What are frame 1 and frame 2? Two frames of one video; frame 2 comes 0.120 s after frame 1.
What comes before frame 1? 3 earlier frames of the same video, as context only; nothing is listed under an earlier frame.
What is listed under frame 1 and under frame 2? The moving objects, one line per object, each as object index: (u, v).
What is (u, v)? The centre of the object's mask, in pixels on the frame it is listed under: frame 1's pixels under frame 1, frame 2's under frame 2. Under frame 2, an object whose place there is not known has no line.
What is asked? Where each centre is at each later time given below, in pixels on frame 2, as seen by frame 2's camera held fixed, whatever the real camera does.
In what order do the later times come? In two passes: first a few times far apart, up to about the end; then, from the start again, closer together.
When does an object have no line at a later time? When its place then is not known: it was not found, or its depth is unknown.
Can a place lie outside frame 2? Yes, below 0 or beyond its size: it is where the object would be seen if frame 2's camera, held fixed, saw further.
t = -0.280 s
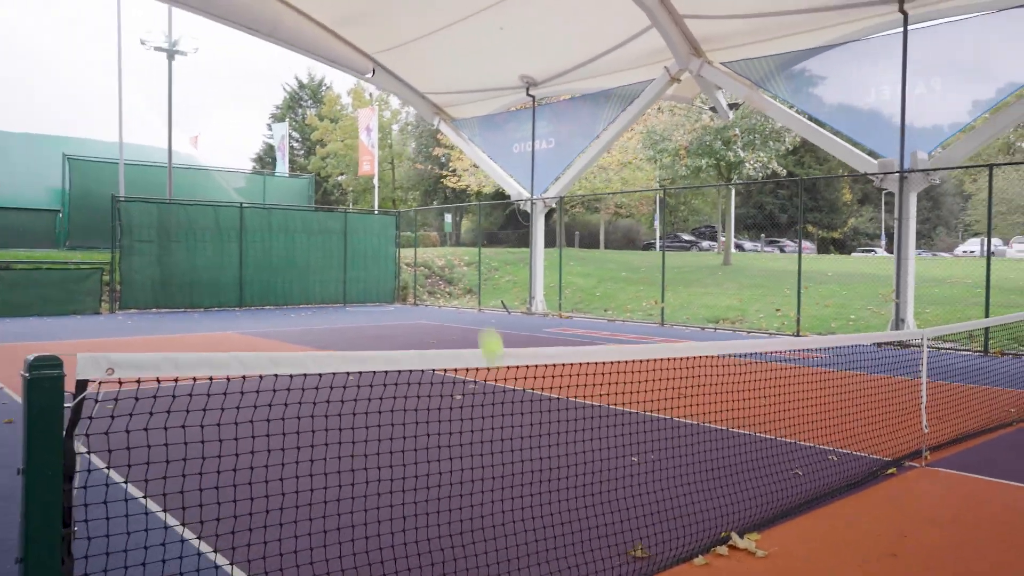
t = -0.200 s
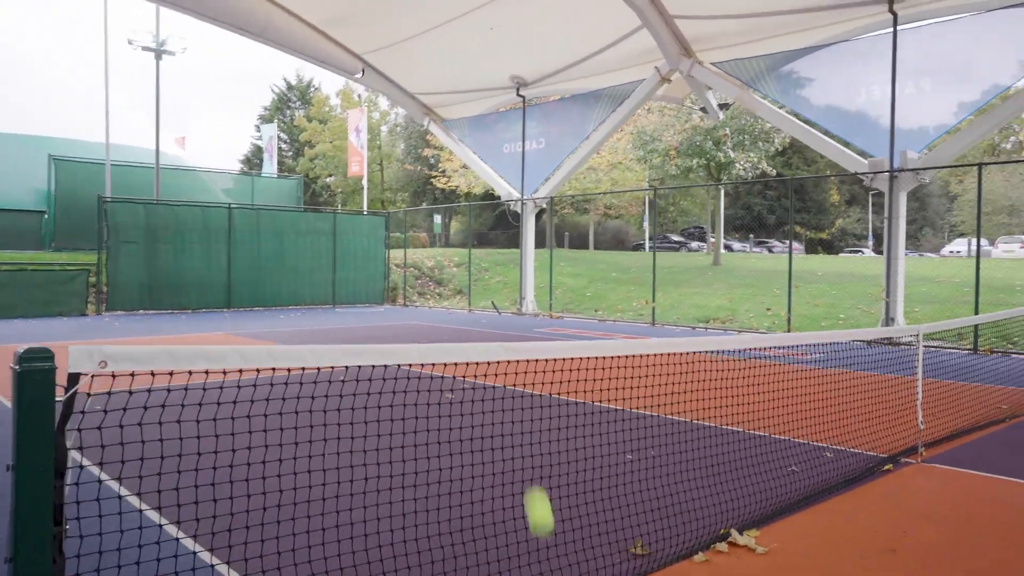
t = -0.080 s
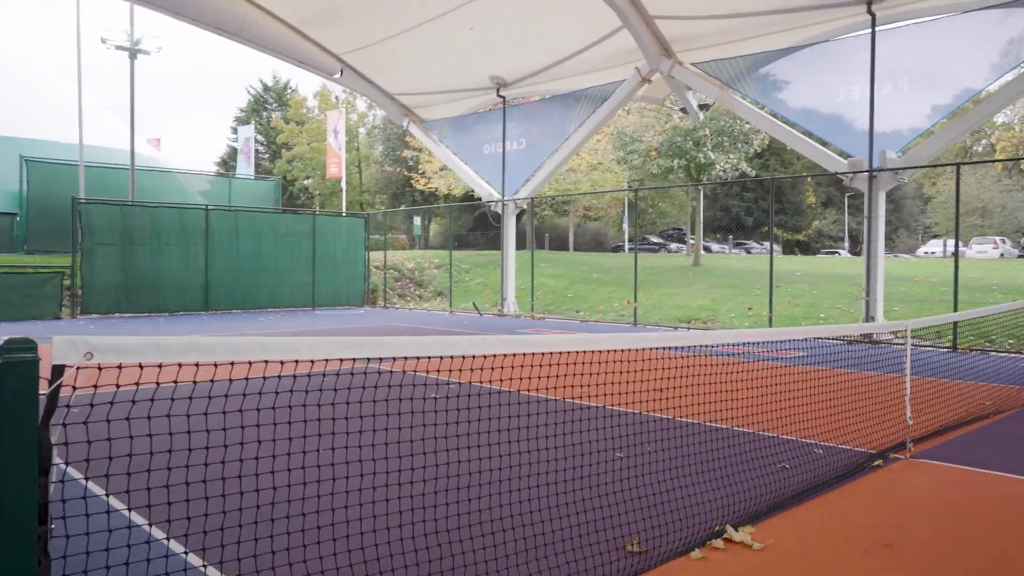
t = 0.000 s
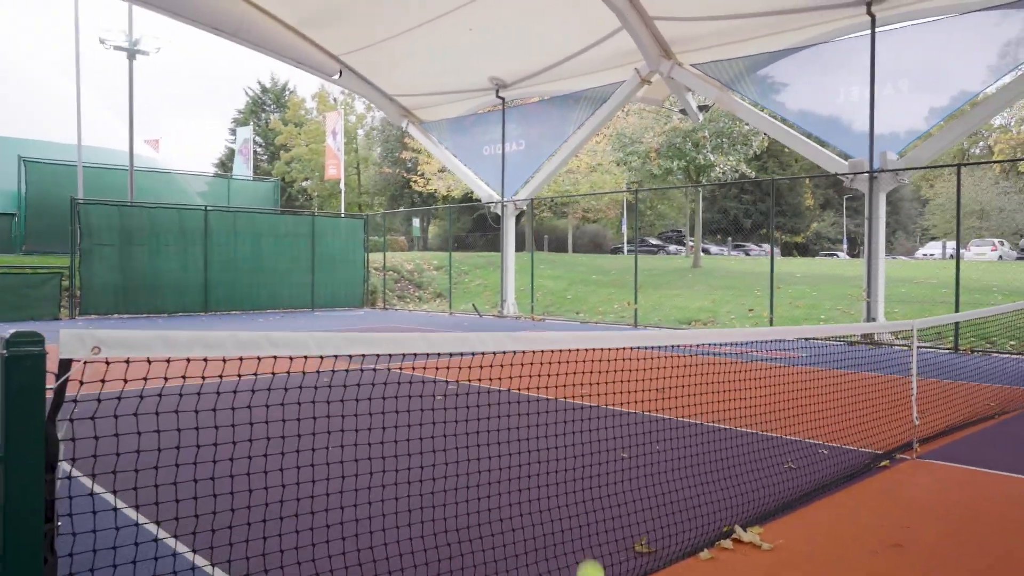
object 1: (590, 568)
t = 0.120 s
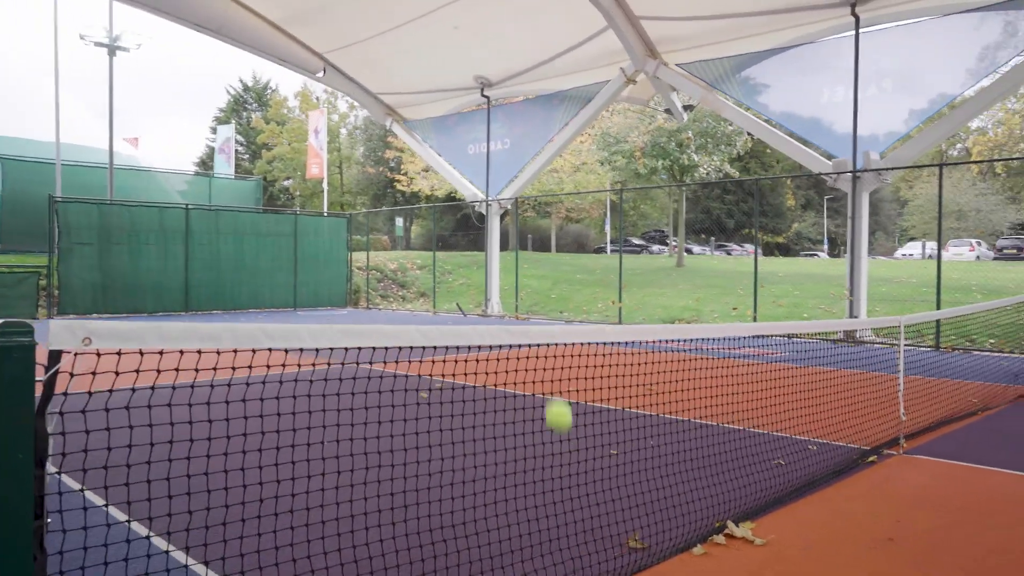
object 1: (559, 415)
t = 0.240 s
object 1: (540, 310)
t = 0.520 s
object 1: (484, 294)
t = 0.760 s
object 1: (489, 330)
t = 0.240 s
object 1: (540, 310)
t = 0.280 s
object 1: (532, 290)
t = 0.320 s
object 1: (523, 275)
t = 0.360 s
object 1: (517, 267)
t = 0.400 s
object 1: (510, 265)
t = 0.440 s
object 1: (502, 269)
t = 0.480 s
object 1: (493, 278)
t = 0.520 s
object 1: (484, 294)
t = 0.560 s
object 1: (476, 314)
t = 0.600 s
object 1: (477, 318)
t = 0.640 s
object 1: (480, 320)
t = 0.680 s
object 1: (483, 322)
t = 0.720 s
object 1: (486, 326)
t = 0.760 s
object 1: (489, 330)
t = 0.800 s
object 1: (492, 334)
